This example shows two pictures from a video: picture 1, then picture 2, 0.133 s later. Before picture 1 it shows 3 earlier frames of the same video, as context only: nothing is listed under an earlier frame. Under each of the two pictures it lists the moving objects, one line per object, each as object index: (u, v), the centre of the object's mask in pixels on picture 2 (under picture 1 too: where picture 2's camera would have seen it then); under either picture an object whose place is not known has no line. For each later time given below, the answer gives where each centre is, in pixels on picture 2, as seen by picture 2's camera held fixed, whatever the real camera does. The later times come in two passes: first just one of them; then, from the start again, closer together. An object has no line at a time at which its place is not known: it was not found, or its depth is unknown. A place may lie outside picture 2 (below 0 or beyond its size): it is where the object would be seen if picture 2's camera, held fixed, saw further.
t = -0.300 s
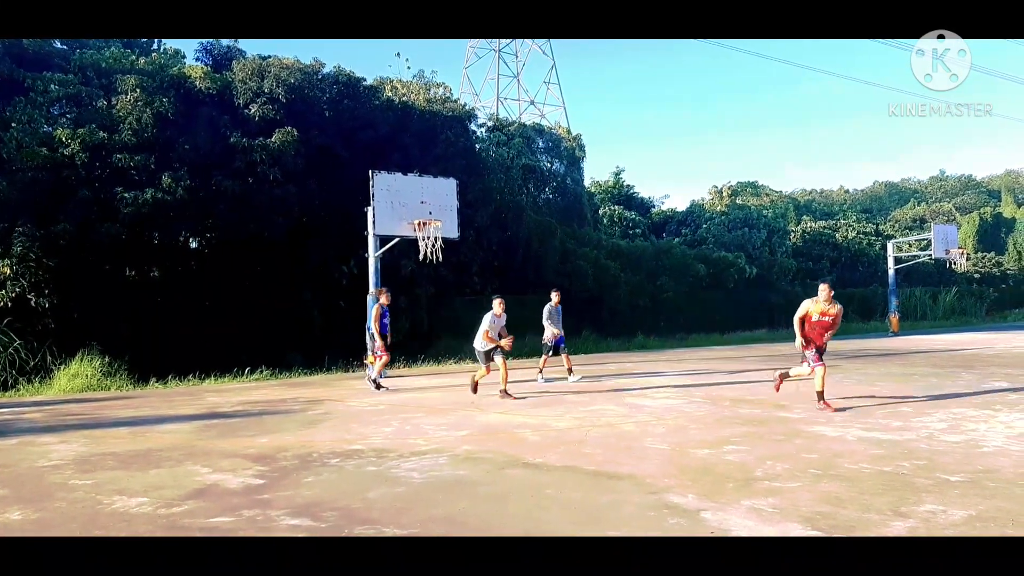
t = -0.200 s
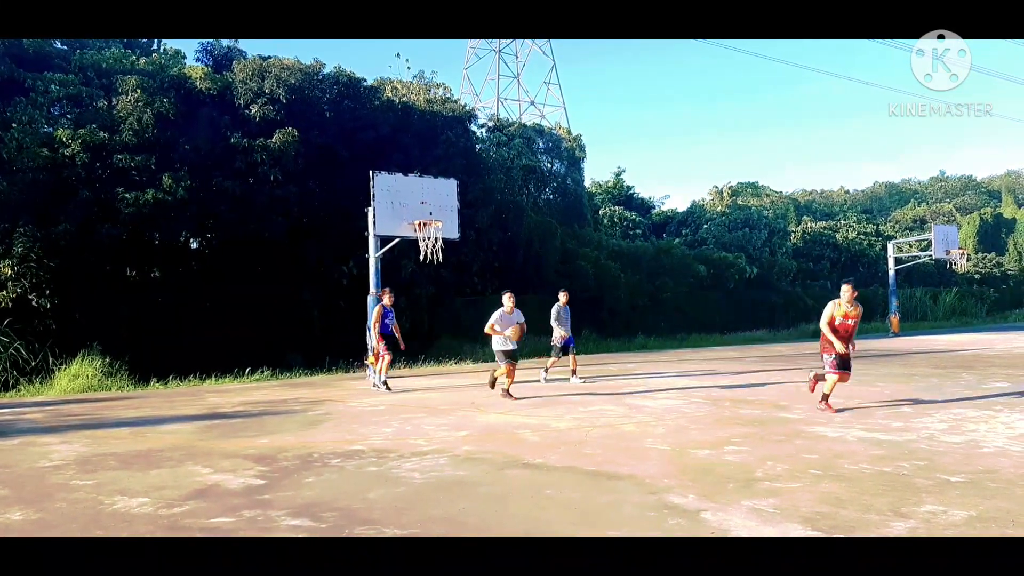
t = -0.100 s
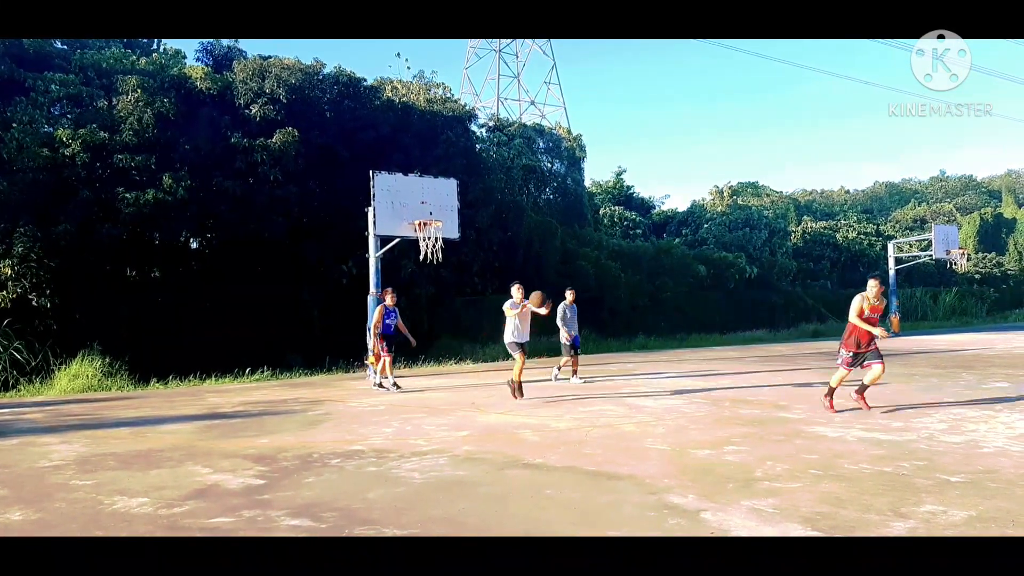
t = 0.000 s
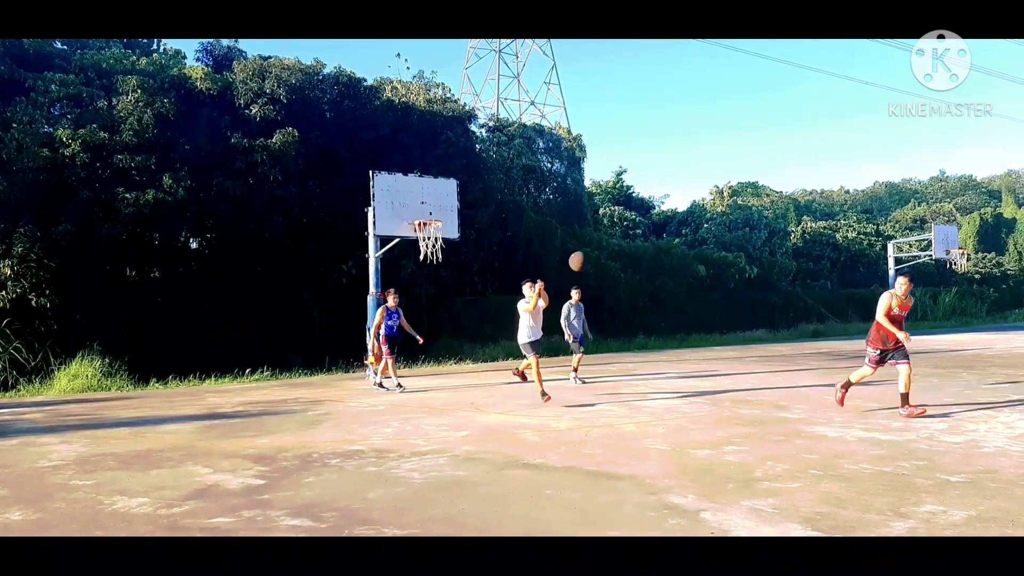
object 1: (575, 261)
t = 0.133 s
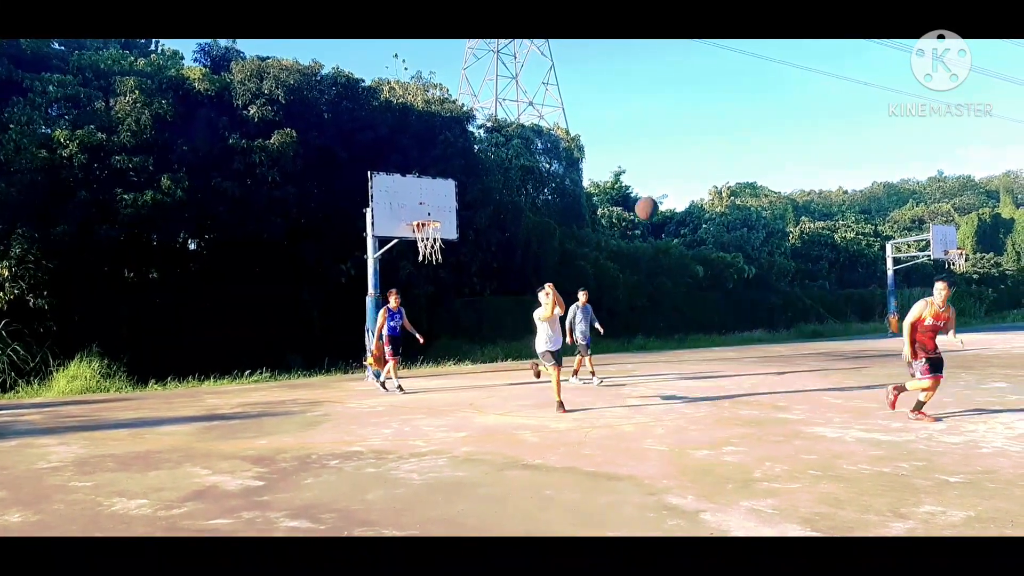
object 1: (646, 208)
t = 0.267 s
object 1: (741, 151)
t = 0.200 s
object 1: (690, 180)
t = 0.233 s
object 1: (714, 166)
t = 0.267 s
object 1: (741, 151)
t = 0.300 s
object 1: (774, 135)
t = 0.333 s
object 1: (806, 119)
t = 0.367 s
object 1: (836, 104)
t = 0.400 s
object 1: (880, 88)
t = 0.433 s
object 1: (928, 70)
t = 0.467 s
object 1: (977, 50)
